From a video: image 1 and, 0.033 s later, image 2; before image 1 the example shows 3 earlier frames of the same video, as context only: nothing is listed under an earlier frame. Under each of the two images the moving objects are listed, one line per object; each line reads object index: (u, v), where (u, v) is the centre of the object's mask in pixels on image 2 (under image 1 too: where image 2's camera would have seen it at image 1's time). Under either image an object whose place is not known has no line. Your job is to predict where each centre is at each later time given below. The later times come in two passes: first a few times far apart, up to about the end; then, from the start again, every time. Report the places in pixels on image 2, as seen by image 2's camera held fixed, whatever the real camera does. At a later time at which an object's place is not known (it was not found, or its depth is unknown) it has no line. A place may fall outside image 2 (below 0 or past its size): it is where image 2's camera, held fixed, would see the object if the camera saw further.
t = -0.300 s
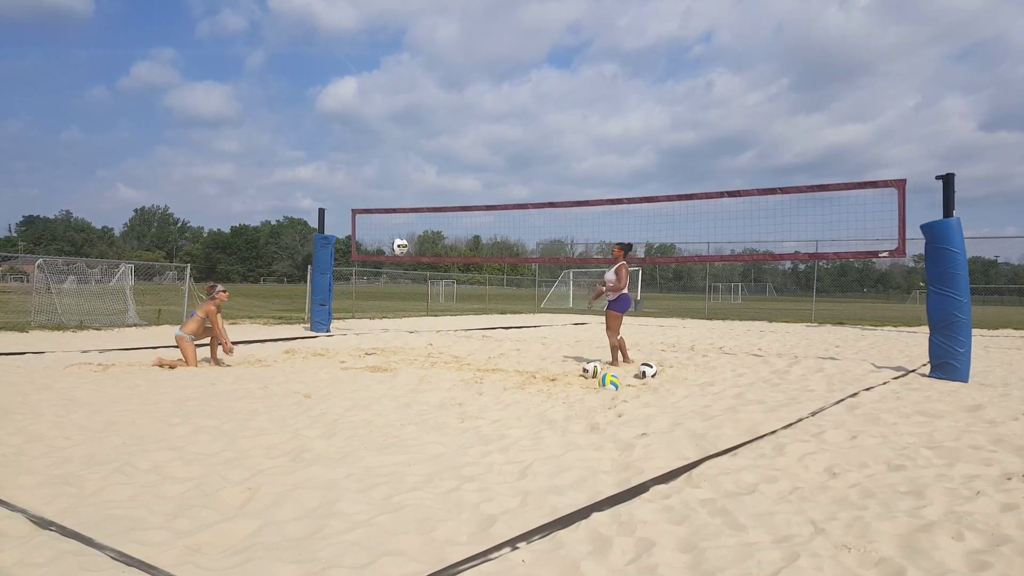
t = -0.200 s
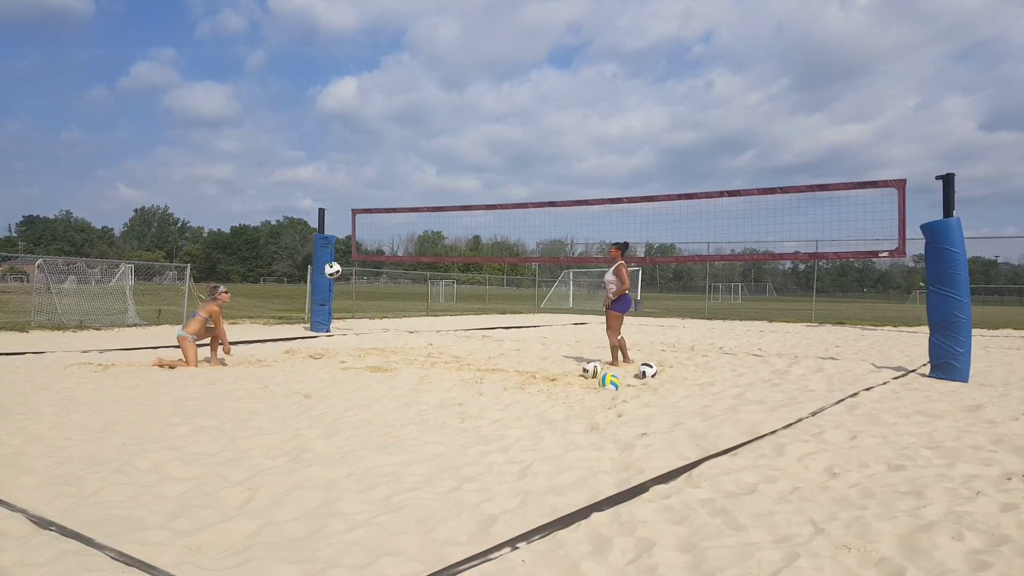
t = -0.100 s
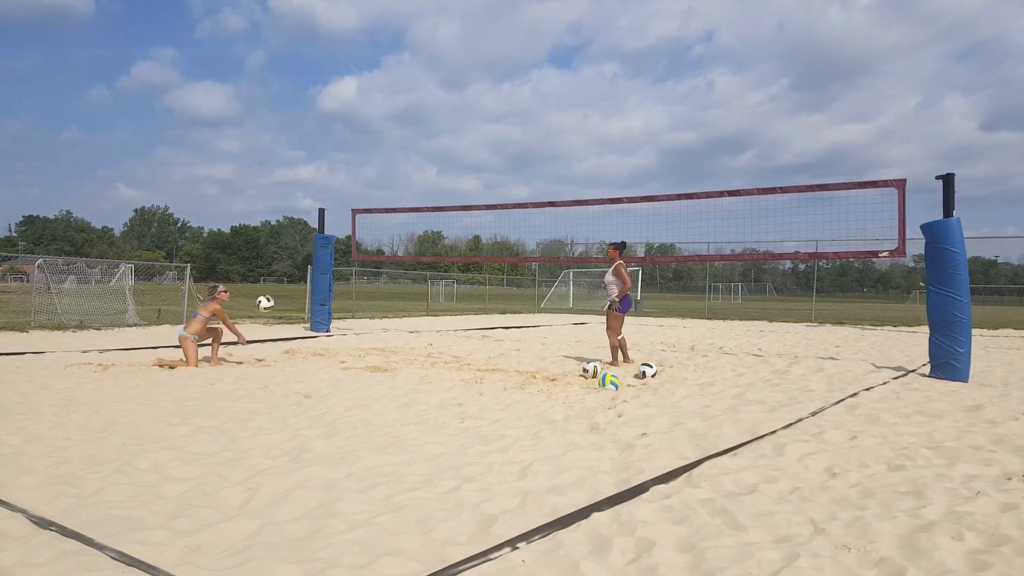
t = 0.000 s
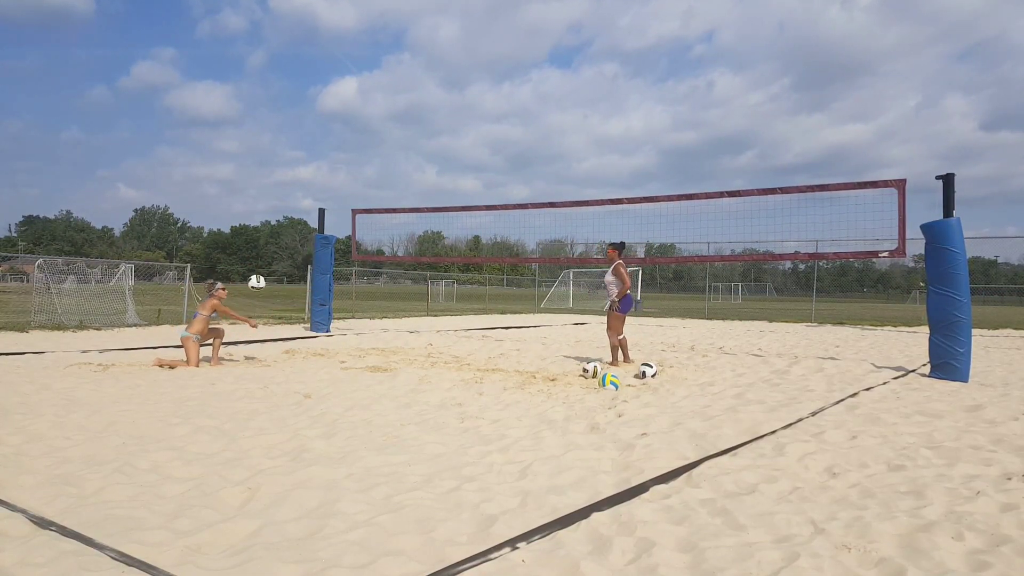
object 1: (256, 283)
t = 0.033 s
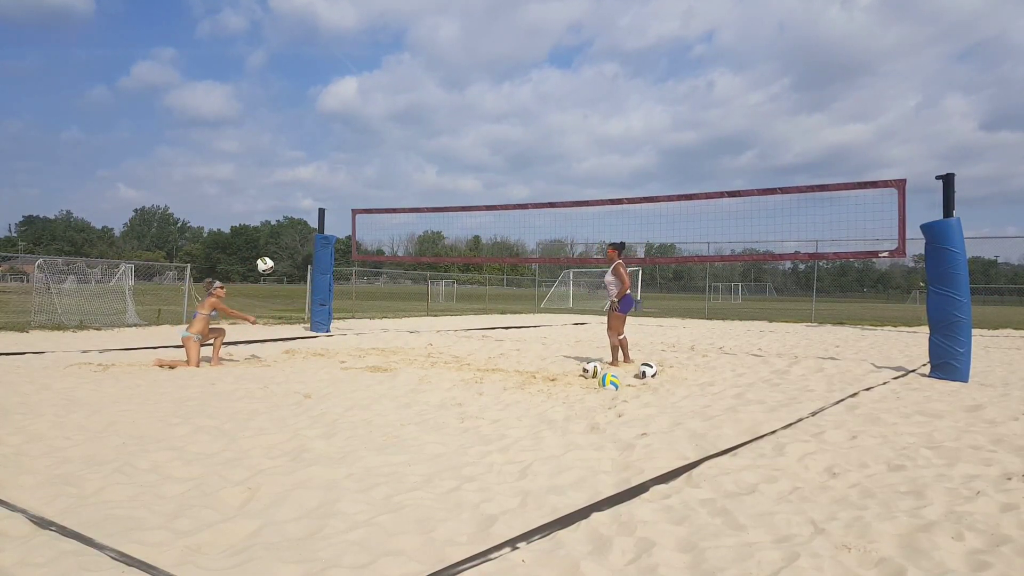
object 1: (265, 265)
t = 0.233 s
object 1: (316, 177)
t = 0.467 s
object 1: (375, 109)
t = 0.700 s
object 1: (435, 86)
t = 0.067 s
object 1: (273, 248)
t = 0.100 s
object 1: (282, 232)
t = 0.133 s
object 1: (290, 217)
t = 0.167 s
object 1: (299, 203)
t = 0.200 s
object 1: (307, 189)
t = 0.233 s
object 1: (316, 177)
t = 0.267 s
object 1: (325, 164)
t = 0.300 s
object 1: (333, 153)
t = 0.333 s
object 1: (342, 143)
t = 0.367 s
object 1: (351, 133)
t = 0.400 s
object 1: (359, 125)
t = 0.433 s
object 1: (367, 117)
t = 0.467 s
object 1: (375, 109)
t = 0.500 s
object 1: (383, 104)
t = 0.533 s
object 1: (393, 99)
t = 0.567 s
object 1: (401, 94)
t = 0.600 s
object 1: (410, 91)
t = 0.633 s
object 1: (419, 89)
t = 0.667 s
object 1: (427, 87)
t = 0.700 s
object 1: (435, 86)
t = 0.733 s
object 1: (444, 86)
